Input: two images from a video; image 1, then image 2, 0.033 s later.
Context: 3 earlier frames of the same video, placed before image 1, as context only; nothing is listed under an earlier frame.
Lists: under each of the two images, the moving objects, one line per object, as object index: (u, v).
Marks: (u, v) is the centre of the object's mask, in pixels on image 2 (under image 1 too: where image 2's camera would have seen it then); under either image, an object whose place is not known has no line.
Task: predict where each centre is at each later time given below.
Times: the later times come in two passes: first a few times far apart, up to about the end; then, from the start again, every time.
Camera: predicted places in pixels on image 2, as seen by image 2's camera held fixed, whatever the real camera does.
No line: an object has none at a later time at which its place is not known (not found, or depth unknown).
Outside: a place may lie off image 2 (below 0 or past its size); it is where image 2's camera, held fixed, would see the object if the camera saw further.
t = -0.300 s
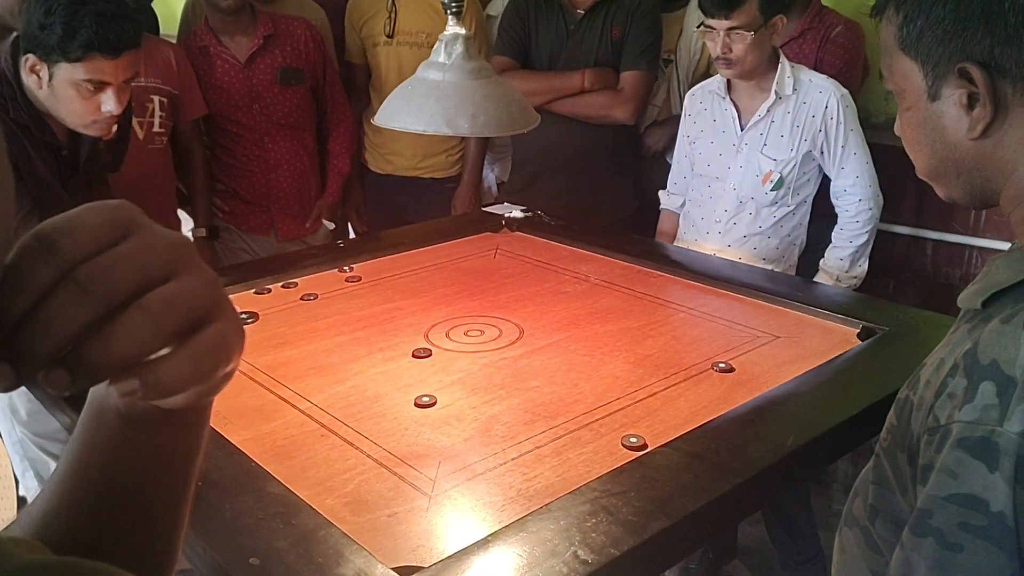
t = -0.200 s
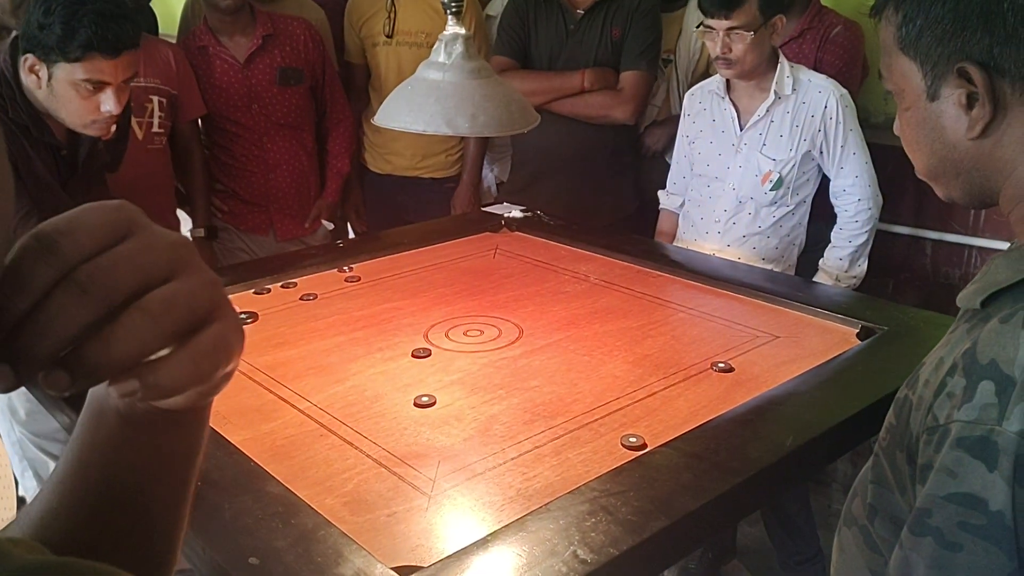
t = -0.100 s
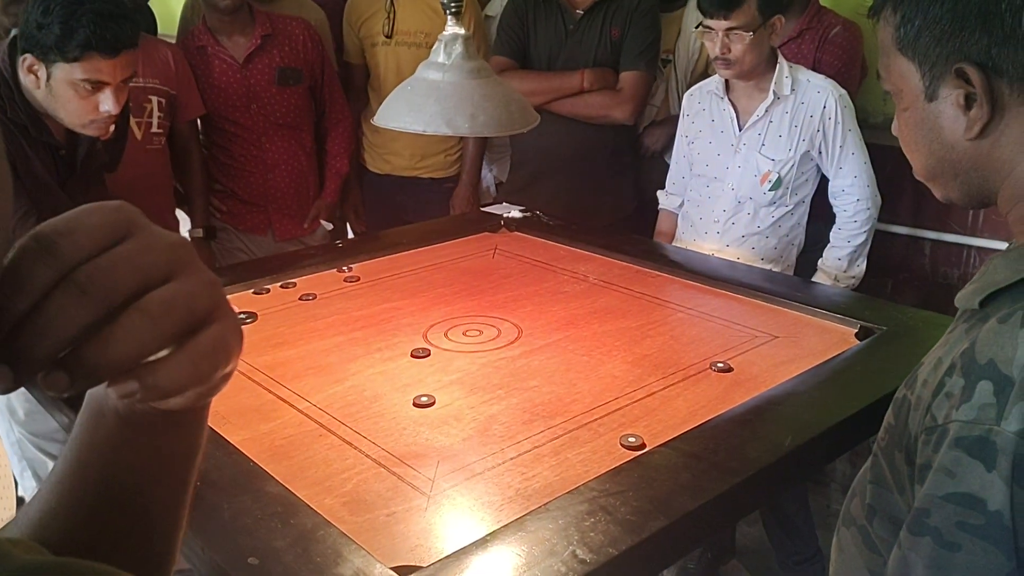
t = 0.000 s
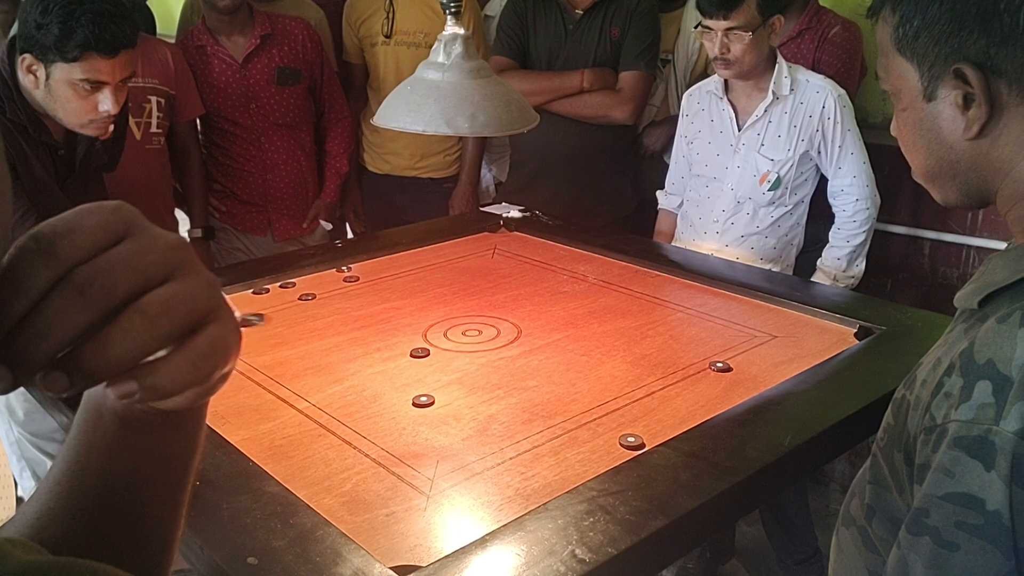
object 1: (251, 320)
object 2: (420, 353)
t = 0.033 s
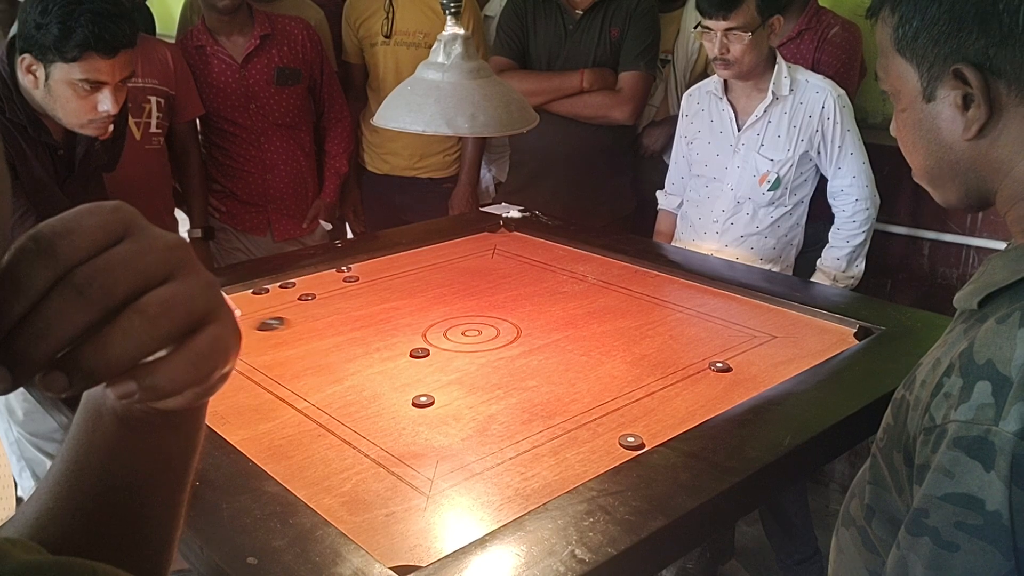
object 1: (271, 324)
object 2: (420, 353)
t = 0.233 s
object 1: (393, 345)
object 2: (419, 353)
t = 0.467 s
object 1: (472, 357)
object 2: (605, 401)
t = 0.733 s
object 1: (488, 359)
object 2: (651, 391)
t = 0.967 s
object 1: (488, 359)
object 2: (632, 376)
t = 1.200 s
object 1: (488, 359)
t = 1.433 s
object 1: (488, 359)
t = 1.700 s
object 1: (488, 359)
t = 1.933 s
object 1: (488, 358)
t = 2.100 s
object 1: (488, 358)
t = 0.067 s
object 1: (291, 328)
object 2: (420, 353)
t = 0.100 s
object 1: (311, 331)
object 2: (420, 353)
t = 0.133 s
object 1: (332, 335)
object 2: (419, 353)
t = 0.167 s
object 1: (353, 338)
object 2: (419, 353)
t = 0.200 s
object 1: (374, 342)
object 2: (419, 353)
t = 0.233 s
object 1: (393, 345)
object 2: (419, 353)
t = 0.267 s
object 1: (408, 348)
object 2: (439, 358)
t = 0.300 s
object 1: (420, 349)
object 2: (469, 365)
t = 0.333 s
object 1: (432, 351)
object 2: (495, 372)
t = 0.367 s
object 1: (444, 353)
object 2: (524, 380)
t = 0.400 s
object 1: (455, 354)
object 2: (551, 387)
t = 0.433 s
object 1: (465, 355)
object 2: (580, 394)
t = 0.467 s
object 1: (472, 357)
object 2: (605, 401)
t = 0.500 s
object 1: (478, 357)
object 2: (636, 409)
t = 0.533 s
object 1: (483, 358)
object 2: (660, 416)
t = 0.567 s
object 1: (486, 358)
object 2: (684, 422)
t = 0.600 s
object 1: (487, 359)
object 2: (687, 419)
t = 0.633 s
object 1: (488, 359)
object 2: (676, 410)
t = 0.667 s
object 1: (488, 358)
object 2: (666, 403)
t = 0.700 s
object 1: (488, 359)
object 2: (658, 396)
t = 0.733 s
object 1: (488, 359)
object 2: (651, 391)
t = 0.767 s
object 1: (488, 359)
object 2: (645, 386)
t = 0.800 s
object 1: (488, 359)
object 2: (640, 382)
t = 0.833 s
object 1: (488, 359)
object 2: (636, 380)
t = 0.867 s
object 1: (488, 359)
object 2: (634, 378)
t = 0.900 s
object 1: (488, 359)
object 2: (632, 376)
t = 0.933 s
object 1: (488, 359)
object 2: (632, 376)
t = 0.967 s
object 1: (488, 359)
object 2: (632, 376)
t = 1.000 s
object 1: (488, 359)
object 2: (632, 376)
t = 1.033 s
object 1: (488, 359)
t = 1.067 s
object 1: (488, 359)
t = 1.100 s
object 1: (488, 359)
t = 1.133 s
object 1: (488, 359)
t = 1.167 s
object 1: (488, 359)
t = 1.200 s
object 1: (488, 359)
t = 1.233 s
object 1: (488, 359)
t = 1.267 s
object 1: (488, 359)
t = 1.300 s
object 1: (488, 359)
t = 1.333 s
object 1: (488, 359)
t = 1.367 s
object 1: (488, 359)
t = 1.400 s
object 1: (488, 359)
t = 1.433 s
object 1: (488, 359)
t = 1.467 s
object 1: (488, 358)
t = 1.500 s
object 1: (488, 359)
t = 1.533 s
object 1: (488, 359)
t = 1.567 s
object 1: (488, 359)
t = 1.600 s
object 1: (488, 359)
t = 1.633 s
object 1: (488, 359)
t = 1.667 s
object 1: (488, 359)
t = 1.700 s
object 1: (488, 359)
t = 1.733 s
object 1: (488, 359)
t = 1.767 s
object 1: (488, 358)
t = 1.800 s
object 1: (488, 358)
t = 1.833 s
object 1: (488, 358)
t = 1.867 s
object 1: (488, 358)
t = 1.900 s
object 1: (488, 358)
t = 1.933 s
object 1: (488, 358)
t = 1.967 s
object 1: (488, 358)
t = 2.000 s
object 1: (488, 358)
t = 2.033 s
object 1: (488, 358)
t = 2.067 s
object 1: (488, 358)
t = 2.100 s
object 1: (488, 358)
